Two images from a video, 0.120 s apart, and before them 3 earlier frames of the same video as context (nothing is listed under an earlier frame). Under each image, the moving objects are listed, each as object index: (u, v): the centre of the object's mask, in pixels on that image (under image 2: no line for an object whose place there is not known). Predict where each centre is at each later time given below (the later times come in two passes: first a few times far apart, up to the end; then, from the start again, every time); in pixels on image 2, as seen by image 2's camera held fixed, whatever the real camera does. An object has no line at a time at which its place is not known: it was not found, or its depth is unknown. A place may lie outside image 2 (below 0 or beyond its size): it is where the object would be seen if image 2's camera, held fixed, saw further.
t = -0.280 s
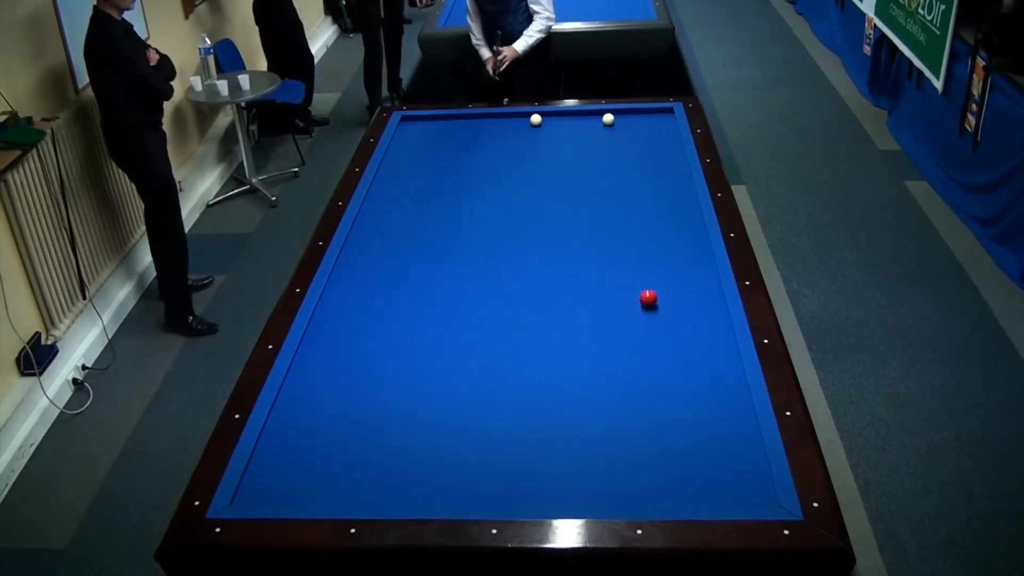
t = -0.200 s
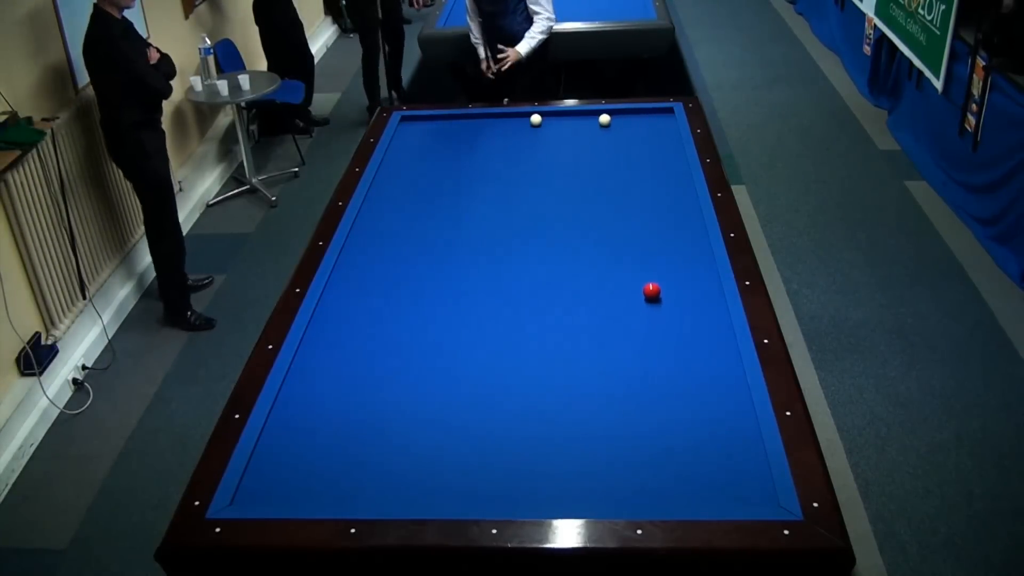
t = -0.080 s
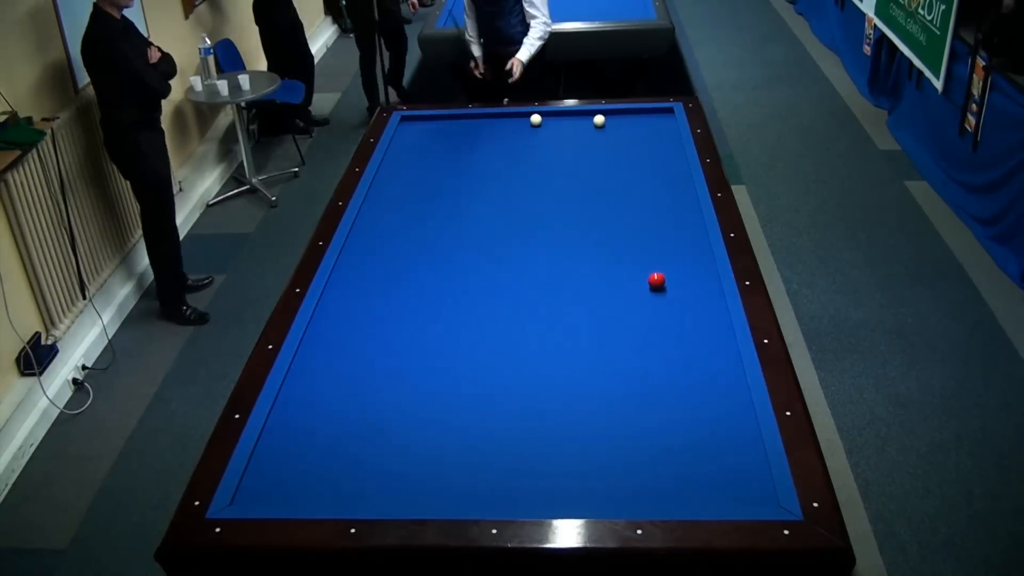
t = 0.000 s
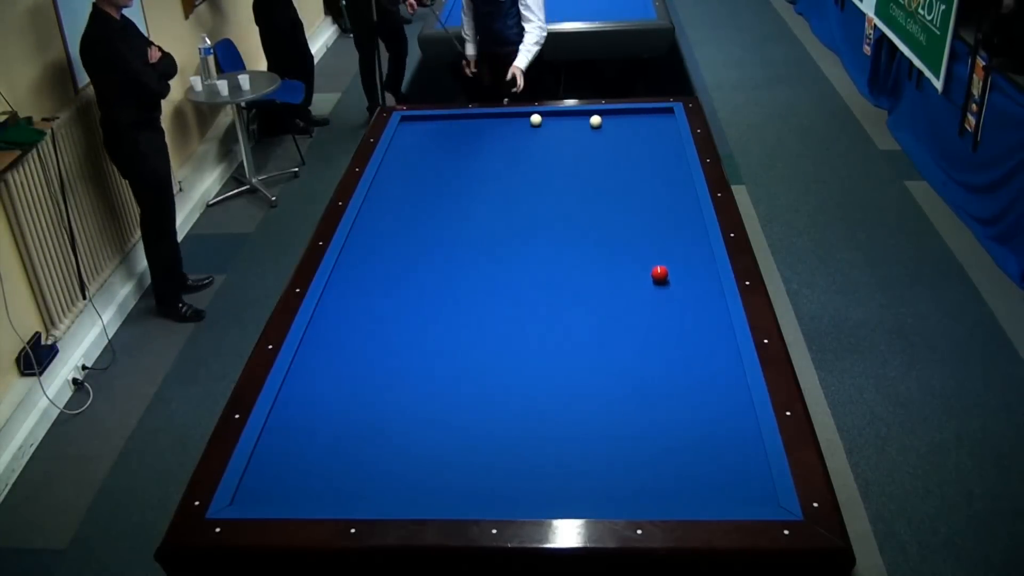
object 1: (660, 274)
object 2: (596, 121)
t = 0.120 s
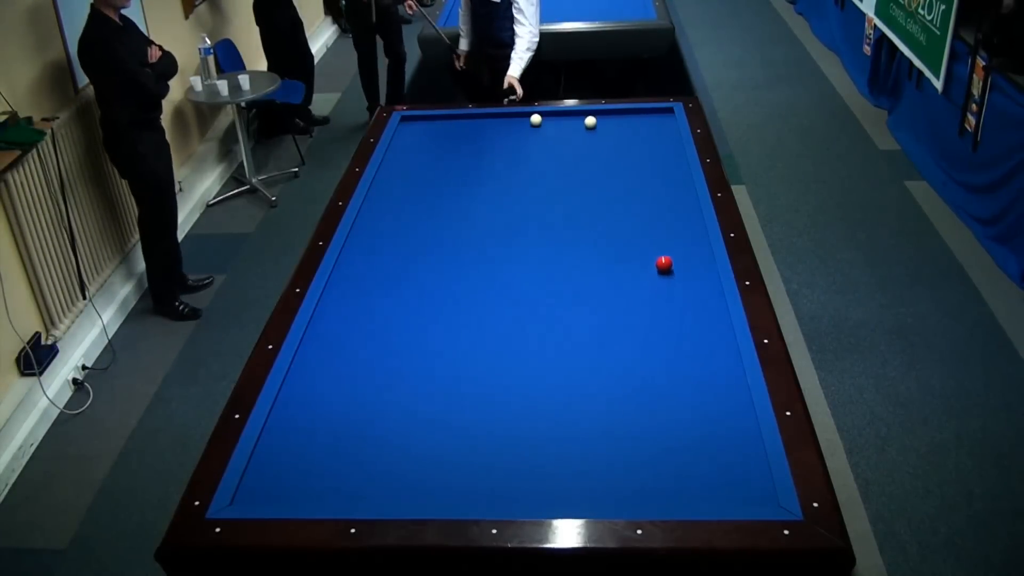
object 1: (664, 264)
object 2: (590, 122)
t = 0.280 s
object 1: (670, 252)
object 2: (584, 123)
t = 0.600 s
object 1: (680, 229)
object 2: (571, 125)
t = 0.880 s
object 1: (689, 211)
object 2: (560, 127)
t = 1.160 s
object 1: (687, 196)
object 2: (550, 129)
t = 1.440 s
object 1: (678, 183)
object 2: (541, 130)
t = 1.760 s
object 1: (668, 170)
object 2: (531, 132)
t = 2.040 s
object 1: (661, 159)
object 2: (523, 133)
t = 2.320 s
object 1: (654, 149)
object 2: (515, 134)
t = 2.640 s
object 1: (647, 138)
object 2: (507, 136)
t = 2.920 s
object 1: (641, 130)
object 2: (501, 136)
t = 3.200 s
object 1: (636, 122)
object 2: (496, 137)
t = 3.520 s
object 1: (630, 114)
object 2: (491, 138)
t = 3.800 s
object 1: (626, 114)
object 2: (487, 139)
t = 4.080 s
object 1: (624, 118)
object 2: (484, 140)
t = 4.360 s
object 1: (621, 122)
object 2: (482, 140)
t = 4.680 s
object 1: (618, 126)
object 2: (480, 140)
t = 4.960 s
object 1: (616, 130)
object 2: (479, 141)
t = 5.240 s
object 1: (613, 133)
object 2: (478, 141)
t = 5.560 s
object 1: (610, 137)
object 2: (478, 141)
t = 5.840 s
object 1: (608, 139)
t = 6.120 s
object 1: (606, 142)
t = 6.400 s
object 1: (604, 144)
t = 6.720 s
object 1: (602, 146)
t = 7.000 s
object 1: (600, 148)
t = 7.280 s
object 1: (599, 149)
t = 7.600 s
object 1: (598, 151)
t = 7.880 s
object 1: (597, 152)
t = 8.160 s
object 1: (596, 152)
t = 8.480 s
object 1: (596, 152)
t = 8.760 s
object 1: (596, 153)
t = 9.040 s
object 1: (596, 153)
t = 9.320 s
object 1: (596, 153)
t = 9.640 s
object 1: (596, 153)
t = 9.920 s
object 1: (596, 153)
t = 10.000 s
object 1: (596, 153)
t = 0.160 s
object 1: (666, 261)
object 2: (589, 122)
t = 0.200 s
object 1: (667, 258)
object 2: (587, 123)
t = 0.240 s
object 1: (669, 255)
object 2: (585, 123)
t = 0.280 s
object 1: (670, 252)
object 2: (584, 123)
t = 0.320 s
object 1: (671, 249)
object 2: (582, 124)
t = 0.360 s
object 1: (673, 246)
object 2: (580, 124)
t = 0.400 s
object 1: (674, 243)
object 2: (579, 124)
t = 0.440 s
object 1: (675, 240)
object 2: (577, 124)
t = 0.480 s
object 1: (676, 237)
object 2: (575, 125)
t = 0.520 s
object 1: (678, 235)
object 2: (574, 125)
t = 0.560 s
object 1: (679, 232)
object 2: (572, 125)
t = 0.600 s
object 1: (680, 229)
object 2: (571, 125)
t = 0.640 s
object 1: (682, 227)
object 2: (569, 126)
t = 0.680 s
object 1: (683, 224)
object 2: (568, 126)
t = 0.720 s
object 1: (684, 221)
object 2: (566, 126)
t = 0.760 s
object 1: (685, 219)
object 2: (565, 126)
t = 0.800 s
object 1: (686, 216)
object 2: (563, 126)
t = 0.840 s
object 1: (687, 214)
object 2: (562, 127)
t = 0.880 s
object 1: (689, 211)
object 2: (560, 127)
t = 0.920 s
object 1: (689, 209)
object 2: (559, 127)
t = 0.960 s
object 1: (691, 206)
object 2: (557, 127)
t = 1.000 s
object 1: (692, 204)
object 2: (556, 128)
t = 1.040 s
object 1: (691, 202)
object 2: (554, 128)
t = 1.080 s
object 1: (689, 200)
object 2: (553, 128)
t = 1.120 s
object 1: (688, 198)
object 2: (552, 128)
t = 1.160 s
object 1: (687, 196)
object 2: (550, 129)
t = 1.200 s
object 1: (685, 194)
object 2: (549, 129)
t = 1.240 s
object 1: (684, 192)
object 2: (547, 129)
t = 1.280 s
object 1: (683, 190)
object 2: (546, 129)
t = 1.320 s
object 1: (681, 188)
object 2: (545, 130)
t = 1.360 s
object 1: (680, 187)
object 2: (543, 130)
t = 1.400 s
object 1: (679, 185)
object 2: (542, 130)
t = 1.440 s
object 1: (678, 183)
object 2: (541, 130)
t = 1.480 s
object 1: (677, 181)
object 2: (540, 130)
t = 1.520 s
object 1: (675, 179)
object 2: (538, 131)
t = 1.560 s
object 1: (674, 178)
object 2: (537, 131)
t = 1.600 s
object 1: (673, 176)
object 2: (535, 131)
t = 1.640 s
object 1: (672, 175)
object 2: (534, 131)
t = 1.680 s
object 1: (671, 173)
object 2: (533, 131)
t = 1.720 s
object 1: (670, 171)
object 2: (532, 132)
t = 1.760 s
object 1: (668, 170)
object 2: (531, 132)
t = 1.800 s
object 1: (667, 168)
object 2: (530, 132)
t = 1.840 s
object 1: (666, 166)
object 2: (528, 132)
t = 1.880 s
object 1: (665, 165)
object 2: (527, 132)
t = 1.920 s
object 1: (664, 163)
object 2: (526, 132)
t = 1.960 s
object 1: (663, 162)
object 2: (525, 133)
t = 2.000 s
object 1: (662, 160)
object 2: (524, 133)
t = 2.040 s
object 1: (661, 159)
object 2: (523, 133)
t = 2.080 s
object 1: (660, 157)
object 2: (522, 133)
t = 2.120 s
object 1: (659, 156)
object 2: (520, 133)
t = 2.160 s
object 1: (658, 154)
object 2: (519, 134)
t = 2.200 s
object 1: (657, 153)
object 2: (518, 134)
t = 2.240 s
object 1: (656, 152)
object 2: (517, 134)
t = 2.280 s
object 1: (655, 150)
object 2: (516, 134)
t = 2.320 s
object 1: (654, 149)
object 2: (515, 134)
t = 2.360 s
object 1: (653, 147)
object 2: (514, 134)
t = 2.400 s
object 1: (652, 146)
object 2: (513, 135)
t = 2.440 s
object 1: (651, 145)
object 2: (512, 135)
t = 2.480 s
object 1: (651, 143)
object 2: (511, 135)
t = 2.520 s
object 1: (650, 142)
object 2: (510, 135)
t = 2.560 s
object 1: (649, 141)
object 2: (509, 135)
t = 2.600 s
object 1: (648, 140)
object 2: (508, 135)
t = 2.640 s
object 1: (647, 138)
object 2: (507, 136)
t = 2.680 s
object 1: (646, 137)
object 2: (506, 136)
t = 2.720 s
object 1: (645, 136)
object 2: (506, 136)
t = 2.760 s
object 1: (645, 135)
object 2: (505, 136)
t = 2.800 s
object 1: (644, 133)
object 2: (504, 136)
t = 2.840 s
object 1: (643, 132)
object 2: (503, 136)
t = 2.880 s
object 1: (642, 131)
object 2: (502, 136)
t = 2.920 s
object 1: (641, 130)
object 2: (501, 136)
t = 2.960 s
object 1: (640, 129)
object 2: (501, 136)
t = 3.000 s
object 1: (640, 128)
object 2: (500, 137)
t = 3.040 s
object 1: (639, 126)
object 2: (499, 137)
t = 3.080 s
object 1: (638, 125)
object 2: (498, 137)
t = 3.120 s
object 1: (637, 125)
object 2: (498, 137)
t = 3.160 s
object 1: (637, 123)
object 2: (497, 137)
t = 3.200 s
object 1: (636, 122)
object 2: (496, 137)
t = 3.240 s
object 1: (635, 121)
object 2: (496, 137)
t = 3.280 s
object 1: (634, 120)
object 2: (495, 137)
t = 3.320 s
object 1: (634, 119)
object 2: (494, 138)
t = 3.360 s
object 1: (633, 118)
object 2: (494, 138)
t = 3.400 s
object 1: (632, 117)
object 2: (493, 138)
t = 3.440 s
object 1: (632, 116)
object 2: (492, 138)
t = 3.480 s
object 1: (631, 115)
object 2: (492, 138)
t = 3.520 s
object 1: (630, 114)
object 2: (491, 138)
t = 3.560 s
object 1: (629, 113)
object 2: (491, 138)
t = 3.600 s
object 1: (629, 113)
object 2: (490, 139)
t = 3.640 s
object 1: (628, 112)
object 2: (489, 139)
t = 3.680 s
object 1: (628, 112)
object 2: (489, 139)
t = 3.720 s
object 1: (627, 113)
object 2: (488, 139)
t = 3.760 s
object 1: (627, 113)
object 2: (488, 139)
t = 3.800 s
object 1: (626, 114)
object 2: (487, 139)
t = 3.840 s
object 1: (626, 114)
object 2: (487, 139)
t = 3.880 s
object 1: (626, 115)
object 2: (486, 139)
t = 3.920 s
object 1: (625, 116)
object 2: (486, 139)
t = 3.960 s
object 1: (625, 116)
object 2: (485, 139)
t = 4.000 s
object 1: (625, 117)
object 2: (485, 139)
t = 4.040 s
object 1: (624, 117)
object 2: (484, 140)
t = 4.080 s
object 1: (624, 118)
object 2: (484, 140)
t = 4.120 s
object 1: (623, 118)
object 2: (484, 140)
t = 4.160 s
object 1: (623, 119)
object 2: (483, 140)
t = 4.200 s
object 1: (623, 120)
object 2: (483, 140)
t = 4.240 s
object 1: (622, 120)
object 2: (483, 140)
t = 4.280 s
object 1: (622, 121)
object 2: (482, 140)
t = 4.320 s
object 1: (621, 121)
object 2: (482, 140)
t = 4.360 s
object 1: (621, 122)
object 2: (482, 140)
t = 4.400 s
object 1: (621, 122)
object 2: (481, 140)
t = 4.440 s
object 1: (620, 123)
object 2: (481, 140)
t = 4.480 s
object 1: (620, 123)
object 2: (481, 140)
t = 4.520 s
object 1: (620, 124)
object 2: (481, 140)
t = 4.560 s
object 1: (619, 124)
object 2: (480, 140)
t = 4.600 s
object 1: (619, 125)
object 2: (480, 140)
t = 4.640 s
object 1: (618, 126)
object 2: (480, 140)
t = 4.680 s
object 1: (618, 126)
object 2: (480, 140)
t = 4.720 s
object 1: (618, 127)
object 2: (479, 140)
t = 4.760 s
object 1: (617, 127)
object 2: (479, 141)
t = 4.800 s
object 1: (617, 128)
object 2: (479, 141)
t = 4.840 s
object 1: (617, 128)
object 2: (479, 141)
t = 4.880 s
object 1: (617, 129)
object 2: (479, 141)
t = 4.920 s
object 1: (616, 129)
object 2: (479, 141)
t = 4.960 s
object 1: (616, 130)
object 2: (479, 141)
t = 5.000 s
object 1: (615, 130)
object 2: (479, 141)
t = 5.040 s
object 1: (615, 131)
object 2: (479, 141)
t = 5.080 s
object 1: (614, 131)
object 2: (479, 141)
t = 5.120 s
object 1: (614, 131)
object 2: (479, 141)
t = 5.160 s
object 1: (614, 132)
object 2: (479, 141)
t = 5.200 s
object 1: (613, 132)
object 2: (478, 141)
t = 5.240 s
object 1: (613, 133)
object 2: (478, 141)
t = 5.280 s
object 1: (613, 133)
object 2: (478, 141)
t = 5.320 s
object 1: (612, 134)
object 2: (478, 141)
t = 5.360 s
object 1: (612, 134)
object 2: (478, 141)
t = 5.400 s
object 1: (612, 135)
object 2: (478, 141)
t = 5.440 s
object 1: (611, 135)
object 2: (478, 141)
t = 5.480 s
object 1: (611, 135)
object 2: (478, 141)
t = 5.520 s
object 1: (611, 136)
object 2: (478, 141)
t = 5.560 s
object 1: (610, 137)
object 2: (478, 141)
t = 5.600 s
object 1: (610, 137)
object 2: (478, 141)
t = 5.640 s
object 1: (610, 137)
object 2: (478, 141)
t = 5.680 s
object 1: (609, 138)
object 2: (478, 141)
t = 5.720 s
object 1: (609, 138)
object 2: (478, 141)
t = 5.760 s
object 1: (609, 138)
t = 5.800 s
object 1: (608, 139)
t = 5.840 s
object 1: (608, 139)
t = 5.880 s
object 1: (608, 140)
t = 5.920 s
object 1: (607, 140)
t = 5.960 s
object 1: (607, 140)
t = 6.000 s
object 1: (607, 141)
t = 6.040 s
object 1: (607, 141)
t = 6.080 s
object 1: (606, 141)
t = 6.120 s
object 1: (606, 142)
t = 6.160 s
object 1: (605, 142)
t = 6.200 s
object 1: (605, 142)
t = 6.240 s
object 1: (605, 143)
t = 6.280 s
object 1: (604, 143)
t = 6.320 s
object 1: (604, 143)
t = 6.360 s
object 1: (604, 144)
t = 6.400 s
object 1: (604, 144)
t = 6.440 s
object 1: (604, 144)
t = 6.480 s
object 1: (603, 145)
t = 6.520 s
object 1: (603, 145)
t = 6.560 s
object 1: (603, 145)
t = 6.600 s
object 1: (602, 145)
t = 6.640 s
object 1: (602, 146)
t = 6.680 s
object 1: (602, 146)
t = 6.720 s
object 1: (602, 146)
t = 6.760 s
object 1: (602, 146)
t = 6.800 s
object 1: (601, 147)
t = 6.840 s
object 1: (601, 147)
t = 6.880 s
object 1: (601, 147)
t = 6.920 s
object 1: (601, 147)
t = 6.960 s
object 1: (601, 148)
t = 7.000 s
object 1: (600, 148)
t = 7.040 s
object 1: (600, 148)
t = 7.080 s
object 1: (600, 148)
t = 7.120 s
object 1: (600, 149)
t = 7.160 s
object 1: (600, 149)
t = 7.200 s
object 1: (600, 149)
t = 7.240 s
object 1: (599, 149)
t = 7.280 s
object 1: (599, 149)
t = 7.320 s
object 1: (599, 150)
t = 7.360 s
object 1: (599, 150)
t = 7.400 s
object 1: (599, 150)
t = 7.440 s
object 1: (599, 150)
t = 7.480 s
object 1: (598, 150)
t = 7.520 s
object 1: (598, 150)
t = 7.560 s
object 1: (598, 151)
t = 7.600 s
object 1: (598, 151)
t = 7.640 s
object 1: (598, 151)
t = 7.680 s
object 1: (598, 151)
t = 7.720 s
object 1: (598, 151)
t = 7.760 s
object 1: (598, 151)
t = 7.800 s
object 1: (597, 151)
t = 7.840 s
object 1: (597, 151)
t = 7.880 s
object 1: (597, 152)
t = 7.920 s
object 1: (597, 152)
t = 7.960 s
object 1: (597, 152)
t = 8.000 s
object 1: (597, 152)
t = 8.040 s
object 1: (597, 152)
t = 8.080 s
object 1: (597, 152)
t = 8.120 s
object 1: (597, 152)
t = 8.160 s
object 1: (596, 152)
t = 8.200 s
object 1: (596, 152)
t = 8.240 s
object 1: (596, 152)
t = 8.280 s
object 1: (596, 152)
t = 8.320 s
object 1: (596, 152)
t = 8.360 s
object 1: (596, 152)
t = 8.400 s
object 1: (596, 152)
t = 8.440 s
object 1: (596, 152)
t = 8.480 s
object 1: (596, 152)
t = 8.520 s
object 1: (596, 153)
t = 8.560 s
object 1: (596, 153)
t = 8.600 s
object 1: (596, 153)
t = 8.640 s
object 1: (596, 153)
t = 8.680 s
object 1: (596, 153)
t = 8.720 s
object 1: (596, 153)
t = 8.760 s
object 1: (596, 153)
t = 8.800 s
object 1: (596, 153)
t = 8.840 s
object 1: (596, 153)
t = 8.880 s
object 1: (596, 153)
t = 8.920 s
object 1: (596, 153)
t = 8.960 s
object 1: (596, 153)
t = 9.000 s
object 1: (596, 153)
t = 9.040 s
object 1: (596, 153)
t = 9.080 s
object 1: (596, 153)
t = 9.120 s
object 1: (596, 153)
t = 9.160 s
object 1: (596, 153)
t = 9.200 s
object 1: (596, 153)
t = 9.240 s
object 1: (596, 153)
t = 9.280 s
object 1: (596, 153)
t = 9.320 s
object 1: (596, 153)
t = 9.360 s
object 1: (596, 153)
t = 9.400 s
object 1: (596, 153)
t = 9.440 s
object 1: (596, 153)
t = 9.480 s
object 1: (596, 153)
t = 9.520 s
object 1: (596, 153)
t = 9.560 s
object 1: (596, 153)
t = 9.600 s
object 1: (596, 153)
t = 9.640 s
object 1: (596, 153)
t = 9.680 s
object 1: (596, 153)
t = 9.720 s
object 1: (596, 153)
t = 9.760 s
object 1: (596, 153)
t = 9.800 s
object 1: (596, 153)
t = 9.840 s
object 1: (596, 153)
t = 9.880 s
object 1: (596, 153)
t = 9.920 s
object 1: (596, 153)
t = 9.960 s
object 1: (596, 153)
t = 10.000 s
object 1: (596, 153)
